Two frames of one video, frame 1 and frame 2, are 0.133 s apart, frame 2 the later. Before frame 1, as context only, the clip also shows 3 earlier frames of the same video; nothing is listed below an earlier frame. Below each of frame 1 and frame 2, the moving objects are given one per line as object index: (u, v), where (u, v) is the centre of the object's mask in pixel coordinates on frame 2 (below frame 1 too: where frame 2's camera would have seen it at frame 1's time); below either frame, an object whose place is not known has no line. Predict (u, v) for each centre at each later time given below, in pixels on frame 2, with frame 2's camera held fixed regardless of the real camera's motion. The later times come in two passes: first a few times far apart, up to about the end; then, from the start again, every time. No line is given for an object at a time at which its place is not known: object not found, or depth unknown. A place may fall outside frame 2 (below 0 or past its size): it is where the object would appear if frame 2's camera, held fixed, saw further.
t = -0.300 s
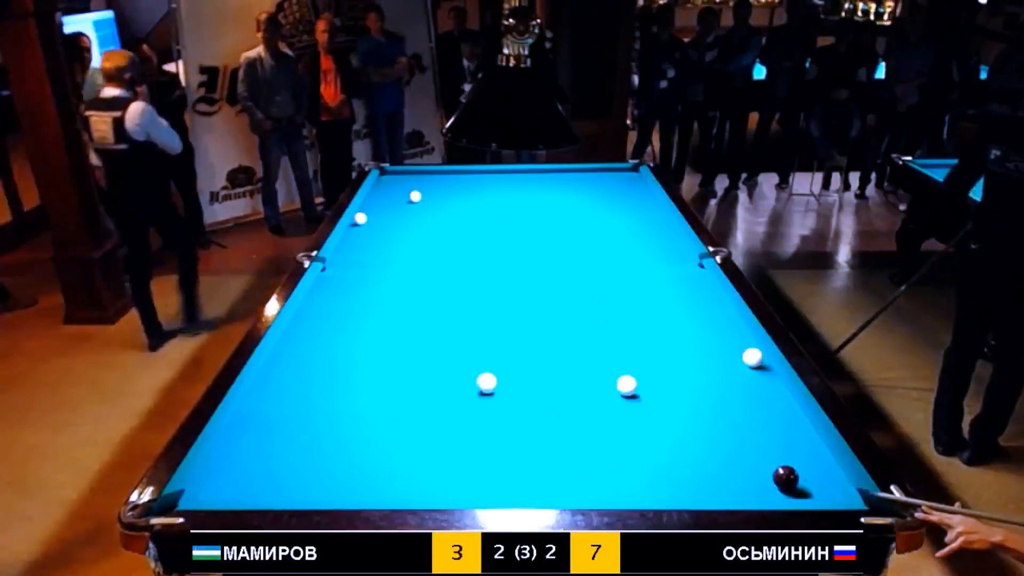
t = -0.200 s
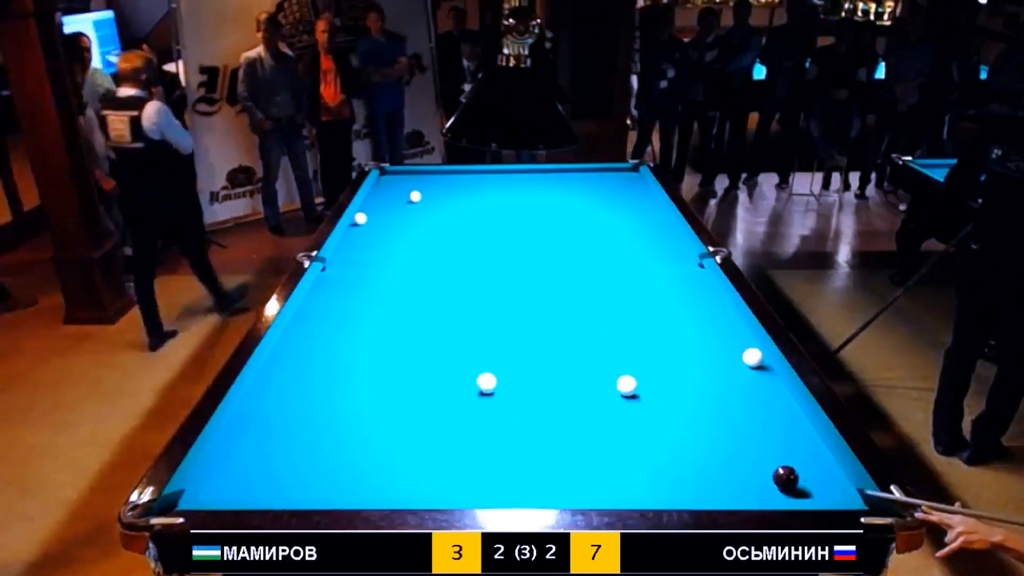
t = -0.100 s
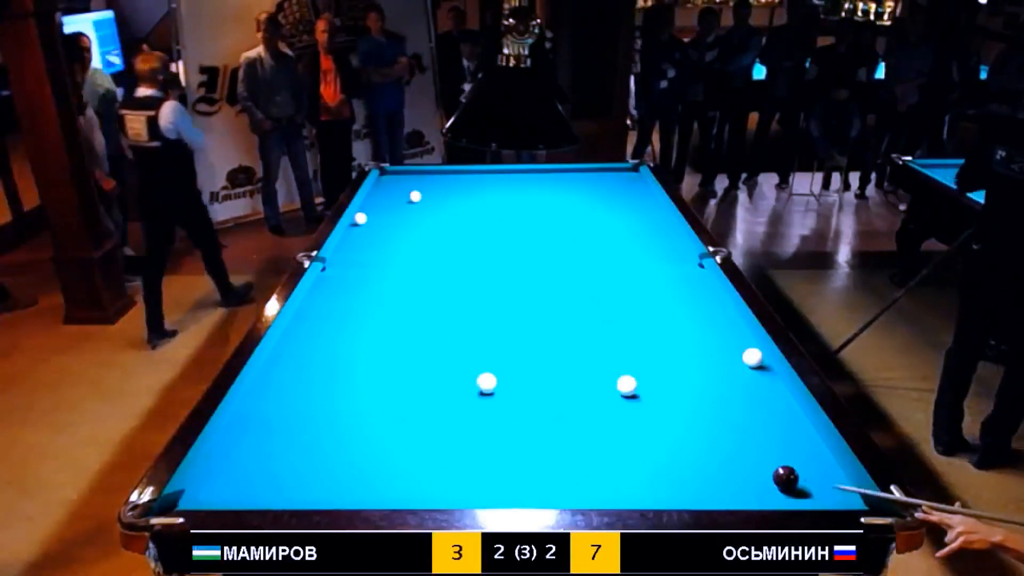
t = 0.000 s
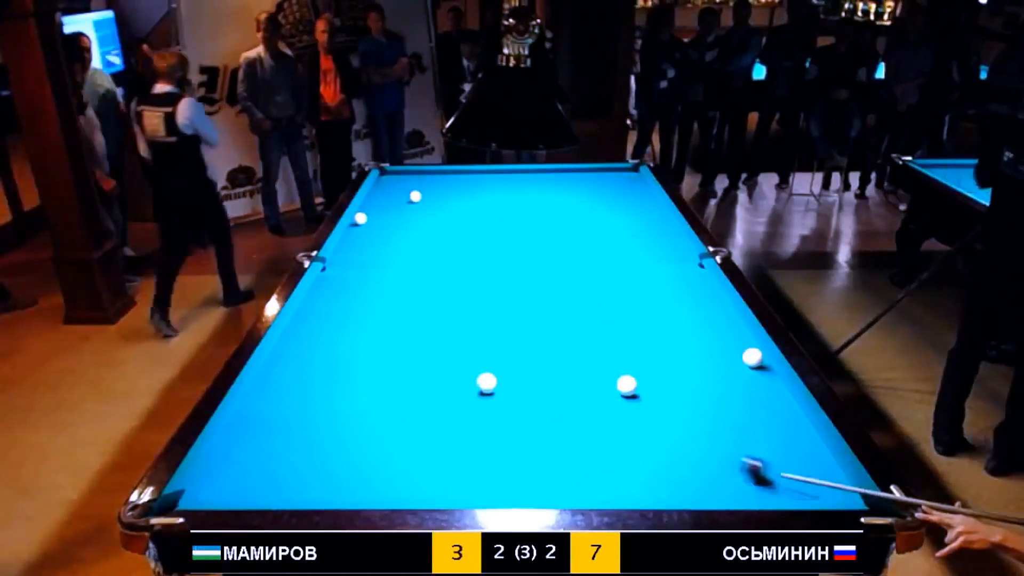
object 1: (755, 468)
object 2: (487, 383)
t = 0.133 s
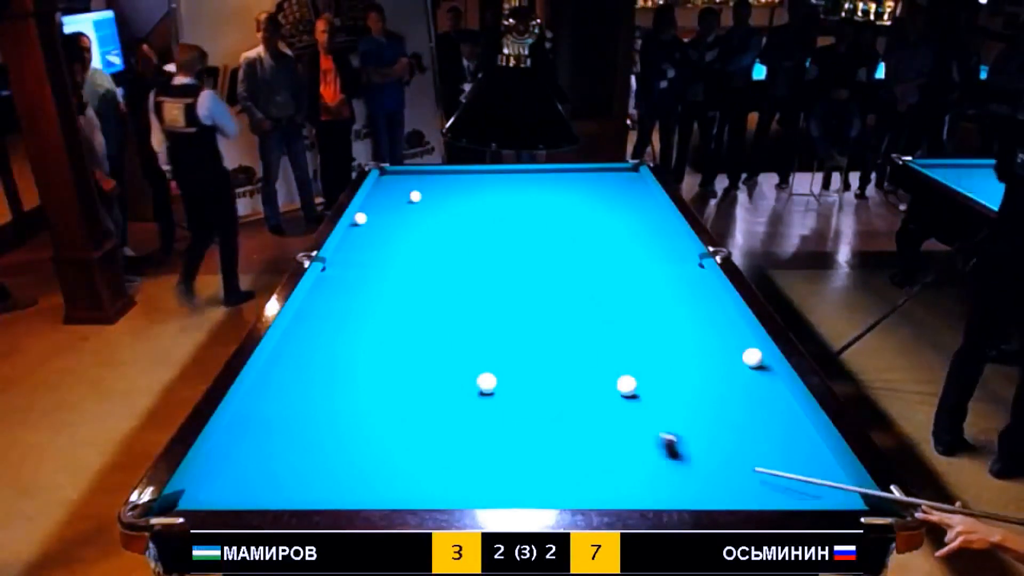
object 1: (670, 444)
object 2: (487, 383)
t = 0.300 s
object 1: (581, 418)
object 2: (487, 383)
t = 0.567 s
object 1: (478, 397)
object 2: (470, 368)
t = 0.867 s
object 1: (400, 403)
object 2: (431, 337)
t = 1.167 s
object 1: (321, 408)
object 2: (401, 312)
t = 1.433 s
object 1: (252, 412)
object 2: (378, 293)
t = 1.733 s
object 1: (282, 419)
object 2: (355, 275)
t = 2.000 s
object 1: (317, 425)
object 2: (337, 260)
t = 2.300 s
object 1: (355, 433)
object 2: (354, 250)
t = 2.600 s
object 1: (393, 439)
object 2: (374, 241)
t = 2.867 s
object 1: (426, 446)
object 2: (390, 234)
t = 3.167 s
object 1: (463, 453)
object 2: (406, 226)
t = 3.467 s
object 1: (498, 458)
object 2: (421, 220)
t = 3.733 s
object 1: (529, 464)
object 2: (433, 214)
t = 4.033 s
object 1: (563, 469)
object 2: (446, 208)
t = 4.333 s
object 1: (595, 475)
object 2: (457, 203)
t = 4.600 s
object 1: (623, 480)
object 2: (467, 199)
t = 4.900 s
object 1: (653, 484)
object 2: (477, 195)
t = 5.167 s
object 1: (678, 488)
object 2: (485, 192)
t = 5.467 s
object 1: (705, 490)
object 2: (493, 188)
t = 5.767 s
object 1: (724, 490)
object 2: (500, 185)
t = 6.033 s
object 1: (738, 488)
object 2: (507, 183)
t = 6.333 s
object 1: (753, 487)
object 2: (513, 180)
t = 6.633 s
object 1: (765, 486)
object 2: (519, 178)
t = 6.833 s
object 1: (772, 486)
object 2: (522, 176)
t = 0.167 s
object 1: (651, 439)
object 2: (487, 383)
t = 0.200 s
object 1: (633, 432)
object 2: (487, 383)
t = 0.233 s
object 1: (615, 428)
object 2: (487, 383)
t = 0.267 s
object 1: (597, 423)
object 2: (487, 383)
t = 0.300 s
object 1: (581, 418)
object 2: (487, 383)
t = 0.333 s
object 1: (565, 413)
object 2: (487, 383)
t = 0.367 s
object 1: (549, 408)
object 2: (487, 383)
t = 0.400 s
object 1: (533, 403)
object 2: (487, 383)
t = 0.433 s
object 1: (518, 399)
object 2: (487, 383)
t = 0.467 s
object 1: (504, 395)
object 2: (487, 383)
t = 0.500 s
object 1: (492, 393)
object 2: (483, 378)
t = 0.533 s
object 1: (485, 395)
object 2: (476, 373)
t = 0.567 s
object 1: (478, 397)
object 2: (470, 368)
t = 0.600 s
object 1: (470, 398)
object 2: (465, 364)
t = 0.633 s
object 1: (461, 399)
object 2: (459, 359)
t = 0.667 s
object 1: (452, 400)
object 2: (455, 356)
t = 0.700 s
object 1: (443, 400)
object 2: (450, 352)
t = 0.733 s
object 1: (435, 401)
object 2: (447, 349)
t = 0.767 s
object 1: (426, 401)
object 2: (443, 346)
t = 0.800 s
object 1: (417, 402)
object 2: (439, 343)
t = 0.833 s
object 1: (408, 403)
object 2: (435, 340)
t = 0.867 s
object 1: (400, 403)
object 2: (431, 337)
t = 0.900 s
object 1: (391, 404)
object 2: (428, 333)
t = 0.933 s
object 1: (382, 405)
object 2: (424, 331)
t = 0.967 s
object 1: (373, 405)
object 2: (421, 328)
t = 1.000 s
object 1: (365, 406)
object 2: (417, 325)
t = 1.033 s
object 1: (356, 406)
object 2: (414, 323)
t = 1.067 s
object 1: (347, 407)
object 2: (410, 320)
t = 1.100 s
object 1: (338, 407)
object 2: (407, 317)
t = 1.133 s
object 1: (330, 408)
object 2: (404, 314)
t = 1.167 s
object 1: (321, 408)
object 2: (401, 312)
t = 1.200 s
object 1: (312, 408)
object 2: (398, 310)
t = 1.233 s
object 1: (304, 409)
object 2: (395, 307)
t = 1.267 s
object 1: (294, 410)
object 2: (392, 305)
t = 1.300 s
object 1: (286, 410)
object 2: (389, 302)
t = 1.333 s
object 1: (278, 411)
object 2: (386, 300)
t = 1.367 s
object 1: (269, 411)
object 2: (383, 298)
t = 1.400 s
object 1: (261, 411)
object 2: (381, 295)
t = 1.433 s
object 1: (252, 412)
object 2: (378, 293)
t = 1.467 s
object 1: (245, 413)
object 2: (375, 291)
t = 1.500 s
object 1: (249, 413)
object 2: (373, 289)
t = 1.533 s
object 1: (255, 413)
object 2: (370, 287)
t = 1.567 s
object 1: (260, 414)
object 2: (367, 285)
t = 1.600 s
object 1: (265, 415)
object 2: (365, 283)
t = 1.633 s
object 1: (269, 416)
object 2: (362, 281)
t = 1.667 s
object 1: (273, 417)
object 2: (360, 279)
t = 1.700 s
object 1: (277, 418)
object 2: (357, 277)
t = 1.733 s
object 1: (282, 419)
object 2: (355, 275)
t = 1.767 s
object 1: (286, 420)
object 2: (353, 273)
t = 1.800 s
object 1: (291, 420)
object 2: (350, 271)
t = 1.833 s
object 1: (295, 421)
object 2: (348, 269)
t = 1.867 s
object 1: (299, 422)
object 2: (346, 267)
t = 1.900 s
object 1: (303, 423)
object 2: (344, 266)
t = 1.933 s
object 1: (308, 424)
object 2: (342, 264)
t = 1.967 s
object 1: (312, 424)
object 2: (340, 262)
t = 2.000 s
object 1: (317, 425)
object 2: (337, 260)
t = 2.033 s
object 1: (321, 426)
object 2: (335, 259)
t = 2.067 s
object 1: (325, 427)
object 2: (336, 258)
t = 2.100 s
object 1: (329, 428)
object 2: (339, 256)
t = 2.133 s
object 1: (334, 429)
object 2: (342, 255)
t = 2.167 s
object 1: (338, 429)
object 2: (344, 254)
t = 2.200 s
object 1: (342, 430)
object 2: (347, 253)
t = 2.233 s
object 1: (347, 431)
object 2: (349, 252)
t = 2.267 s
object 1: (351, 432)
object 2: (352, 251)
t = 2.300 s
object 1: (355, 433)
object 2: (354, 250)
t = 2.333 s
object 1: (359, 433)
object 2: (356, 249)
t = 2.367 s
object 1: (364, 434)
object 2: (358, 248)
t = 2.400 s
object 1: (368, 435)
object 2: (361, 247)
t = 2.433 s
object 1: (372, 436)
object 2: (363, 246)
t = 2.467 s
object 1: (376, 437)
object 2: (365, 245)
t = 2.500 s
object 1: (381, 437)
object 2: (367, 244)
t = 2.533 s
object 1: (385, 438)
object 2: (369, 243)
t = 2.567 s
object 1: (389, 439)
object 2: (371, 242)
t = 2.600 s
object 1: (393, 439)
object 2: (374, 241)
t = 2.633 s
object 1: (397, 440)
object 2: (376, 240)
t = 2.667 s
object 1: (401, 441)
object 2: (378, 239)
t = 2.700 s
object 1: (405, 442)
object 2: (380, 238)
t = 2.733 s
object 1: (409, 443)
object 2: (382, 237)
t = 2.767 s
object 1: (414, 443)
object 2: (384, 236)
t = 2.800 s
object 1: (418, 444)
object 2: (386, 235)
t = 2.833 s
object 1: (422, 445)
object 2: (388, 234)
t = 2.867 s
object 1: (426, 446)
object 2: (390, 234)
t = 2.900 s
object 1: (430, 447)
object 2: (392, 233)
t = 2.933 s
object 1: (434, 447)
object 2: (393, 232)
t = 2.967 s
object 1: (439, 448)
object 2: (395, 231)
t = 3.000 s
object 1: (442, 449)
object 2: (397, 230)
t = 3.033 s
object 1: (447, 450)
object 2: (399, 229)
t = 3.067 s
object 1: (451, 450)
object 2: (401, 228)
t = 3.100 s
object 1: (455, 451)
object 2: (403, 228)
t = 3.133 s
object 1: (459, 452)
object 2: (404, 227)
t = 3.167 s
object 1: (463, 453)
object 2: (406, 226)
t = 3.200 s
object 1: (467, 453)
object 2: (408, 225)
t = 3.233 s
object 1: (470, 454)
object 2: (410, 225)
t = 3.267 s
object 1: (474, 455)
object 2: (411, 224)
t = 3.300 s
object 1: (479, 455)
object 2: (413, 223)
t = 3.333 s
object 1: (482, 456)
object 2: (415, 222)
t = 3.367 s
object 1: (487, 457)
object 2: (416, 222)
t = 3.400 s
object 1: (491, 457)
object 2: (418, 221)
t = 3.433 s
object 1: (495, 458)
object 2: (419, 220)
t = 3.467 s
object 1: (498, 458)
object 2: (421, 220)
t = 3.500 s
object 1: (502, 459)
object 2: (423, 219)
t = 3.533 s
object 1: (506, 460)
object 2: (424, 218)
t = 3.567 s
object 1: (510, 461)
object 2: (426, 217)
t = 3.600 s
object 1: (514, 462)
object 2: (428, 217)
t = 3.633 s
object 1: (518, 462)
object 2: (429, 216)
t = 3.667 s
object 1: (522, 463)
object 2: (431, 215)
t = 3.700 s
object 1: (525, 463)
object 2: (432, 215)
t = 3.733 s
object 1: (529, 464)
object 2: (433, 214)
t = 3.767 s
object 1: (533, 464)
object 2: (435, 213)
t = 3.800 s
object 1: (537, 465)
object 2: (436, 213)
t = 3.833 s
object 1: (540, 466)
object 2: (438, 212)
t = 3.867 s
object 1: (544, 466)
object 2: (439, 211)
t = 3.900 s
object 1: (548, 467)
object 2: (440, 211)
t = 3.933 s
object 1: (552, 468)
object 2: (442, 210)
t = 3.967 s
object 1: (555, 468)
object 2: (443, 210)
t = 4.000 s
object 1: (559, 469)
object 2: (444, 209)
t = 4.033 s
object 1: (563, 469)
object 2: (446, 208)
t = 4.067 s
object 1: (566, 470)
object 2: (447, 208)
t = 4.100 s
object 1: (570, 471)
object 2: (449, 207)
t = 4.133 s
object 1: (574, 471)
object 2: (450, 207)
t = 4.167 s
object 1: (577, 472)
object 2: (451, 206)
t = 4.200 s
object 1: (581, 473)
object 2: (452, 206)
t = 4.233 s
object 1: (585, 473)
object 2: (454, 205)
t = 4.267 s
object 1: (588, 474)
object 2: (455, 205)
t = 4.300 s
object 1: (591, 474)
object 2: (456, 204)
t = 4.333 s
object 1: (595, 475)
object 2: (457, 203)
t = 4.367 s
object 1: (599, 475)
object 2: (459, 203)
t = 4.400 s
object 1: (602, 476)
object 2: (460, 202)
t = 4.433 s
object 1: (605, 476)
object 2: (461, 202)
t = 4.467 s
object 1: (609, 477)
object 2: (462, 201)
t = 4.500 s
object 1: (613, 478)
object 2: (463, 201)
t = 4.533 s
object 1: (616, 479)
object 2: (465, 200)
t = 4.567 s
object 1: (619, 479)
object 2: (466, 200)
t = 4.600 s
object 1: (623, 480)
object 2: (467, 199)
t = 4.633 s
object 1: (626, 480)
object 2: (468, 199)
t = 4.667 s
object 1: (630, 481)
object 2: (469, 198)
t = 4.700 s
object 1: (633, 481)
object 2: (470, 198)
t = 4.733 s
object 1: (636, 482)
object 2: (471, 197)
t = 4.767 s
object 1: (640, 482)
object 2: (472, 197)
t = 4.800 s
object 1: (643, 483)
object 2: (474, 196)
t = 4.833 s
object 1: (646, 483)
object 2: (475, 196)
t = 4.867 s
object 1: (650, 483)
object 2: (476, 195)
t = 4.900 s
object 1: (653, 484)
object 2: (477, 195)
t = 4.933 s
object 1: (656, 485)
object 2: (478, 195)
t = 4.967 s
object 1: (659, 485)
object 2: (479, 194)
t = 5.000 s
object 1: (662, 485)
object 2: (480, 194)
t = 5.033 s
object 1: (665, 486)
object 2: (481, 194)
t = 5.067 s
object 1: (669, 486)
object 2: (482, 193)
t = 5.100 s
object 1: (672, 486)
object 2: (483, 193)
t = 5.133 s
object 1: (675, 487)
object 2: (484, 192)
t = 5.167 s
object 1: (678, 488)
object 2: (485, 192)
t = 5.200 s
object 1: (681, 488)
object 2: (486, 192)
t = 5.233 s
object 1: (684, 488)
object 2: (487, 191)
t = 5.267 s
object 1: (687, 489)
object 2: (488, 191)
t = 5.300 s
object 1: (690, 489)
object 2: (489, 190)
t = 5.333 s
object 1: (693, 489)
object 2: (490, 190)
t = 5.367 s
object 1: (696, 489)
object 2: (491, 189)
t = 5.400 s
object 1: (699, 490)
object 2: (491, 189)
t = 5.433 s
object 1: (702, 490)
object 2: (492, 189)
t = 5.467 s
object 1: (705, 490)
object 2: (493, 188)
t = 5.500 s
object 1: (708, 491)
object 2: (494, 188)
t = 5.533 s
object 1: (710, 491)
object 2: (495, 188)
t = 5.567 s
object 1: (713, 491)
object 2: (496, 187)
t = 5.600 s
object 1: (715, 491)
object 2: (497, 187)
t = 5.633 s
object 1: (717, 490)
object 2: (497, 187)
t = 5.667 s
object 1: (719, 490)
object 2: (498, 186)
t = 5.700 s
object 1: (721, 490)
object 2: (499, 186)
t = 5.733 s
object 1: (722, 490)
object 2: (500, 185)
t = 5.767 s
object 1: (724, 490)
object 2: (500, 185)
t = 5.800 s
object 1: (726, 490)
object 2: (501, 185)
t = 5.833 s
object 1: (728, 489)
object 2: (502, 185)
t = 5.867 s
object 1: (730, 489)
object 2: (503, 184)
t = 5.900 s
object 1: (732, 489)
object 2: (504, 184)
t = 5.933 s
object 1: (733, 489)
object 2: (505, 183)
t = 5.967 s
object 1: (735, 489)
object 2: (505, 183)
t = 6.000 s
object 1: (737, 489)
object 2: (506, 183)
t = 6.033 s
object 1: (738, 488)
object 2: (507, 183)
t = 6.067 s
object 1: (740, 488)
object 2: (508, 182)
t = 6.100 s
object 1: (742, 488)
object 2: (508, 182)
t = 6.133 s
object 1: (743, 488)
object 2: (509, 182)
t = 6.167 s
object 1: (745, 488)
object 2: (510, 181)
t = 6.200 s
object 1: (746, 488)
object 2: (510, 181)
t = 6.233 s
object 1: (748, 488)
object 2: (511, 181)
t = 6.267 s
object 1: (750, 488)
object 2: (512, 180)
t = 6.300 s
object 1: (751, 487)
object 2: (512, 180)
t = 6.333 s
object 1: (753, 487)
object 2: (513, 180)
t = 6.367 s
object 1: (754, 487)
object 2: (514, 180)
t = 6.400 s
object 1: (756, 487)
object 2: (515, 179)
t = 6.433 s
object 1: (757, 487)
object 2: (515, 179)
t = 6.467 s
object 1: (758, 487)
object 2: (516, 179)
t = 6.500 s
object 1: (760, 487)
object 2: (516, 179)
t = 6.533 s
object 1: (761, 487)
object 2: (517, 178)
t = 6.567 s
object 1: (762, 487)
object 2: (518, 178)
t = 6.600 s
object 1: (764, 487)
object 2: (518, 178)
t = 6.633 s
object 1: (765, 486)
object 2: (519, 178)
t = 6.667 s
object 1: (766, 486)
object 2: (519, 177)
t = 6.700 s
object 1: (767, 486)
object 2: (520, 177)
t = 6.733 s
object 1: (768, 486)
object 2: (520, 177)
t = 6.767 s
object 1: (770, 486)
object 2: (521, 177)
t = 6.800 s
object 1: (771, 486)
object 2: (522, 176)
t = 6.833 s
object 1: (772, 486)
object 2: (522, 176)
